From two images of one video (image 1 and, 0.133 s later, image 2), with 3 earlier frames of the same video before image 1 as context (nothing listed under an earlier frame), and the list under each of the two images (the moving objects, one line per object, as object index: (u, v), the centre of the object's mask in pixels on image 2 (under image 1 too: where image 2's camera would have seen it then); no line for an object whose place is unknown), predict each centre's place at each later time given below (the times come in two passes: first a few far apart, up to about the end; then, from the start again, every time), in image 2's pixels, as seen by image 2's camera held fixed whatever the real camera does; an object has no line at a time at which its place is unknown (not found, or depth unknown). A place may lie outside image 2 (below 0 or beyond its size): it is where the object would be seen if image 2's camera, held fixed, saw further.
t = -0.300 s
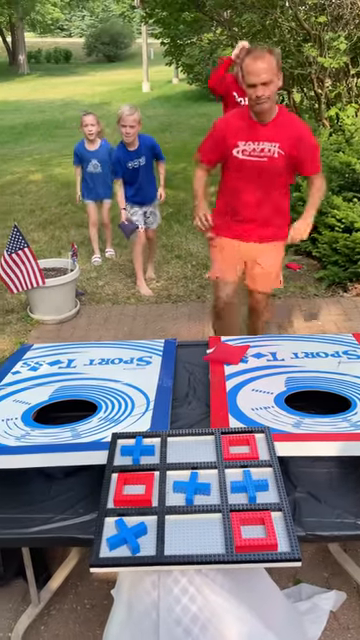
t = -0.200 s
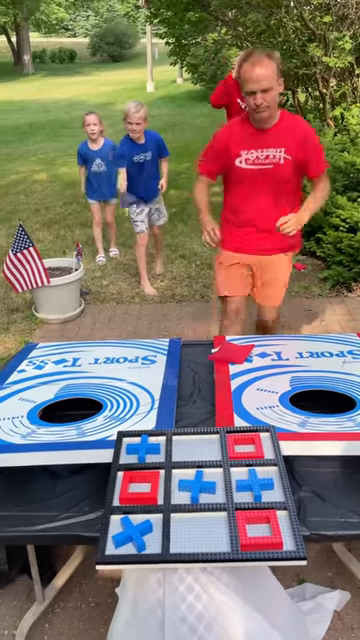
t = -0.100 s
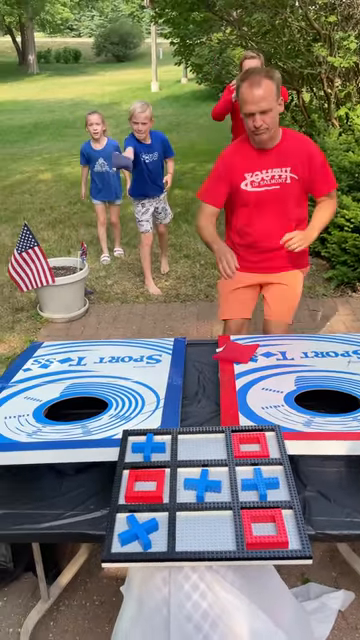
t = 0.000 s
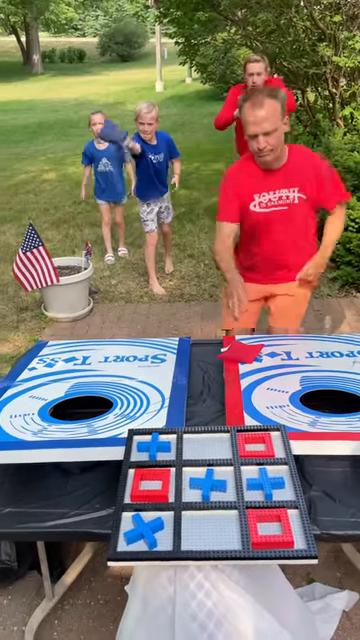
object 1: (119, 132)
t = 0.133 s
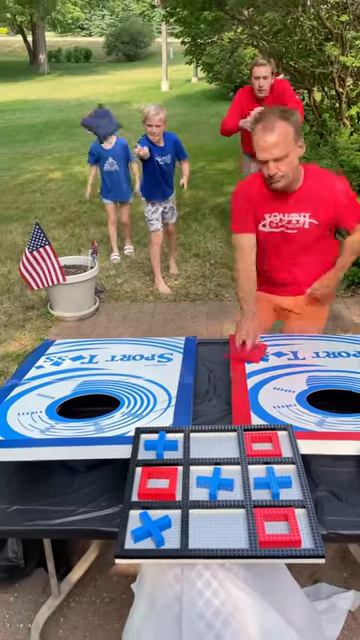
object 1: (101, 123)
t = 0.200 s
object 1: (91, 132)
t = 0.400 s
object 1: (71, 246)
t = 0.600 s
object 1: (51, 366)
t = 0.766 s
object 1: (51, 377)
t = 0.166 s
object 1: (96, 126)
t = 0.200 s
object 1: (91, 132)
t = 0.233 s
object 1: (87, 144)
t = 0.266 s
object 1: (83, 157)
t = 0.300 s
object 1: (80, 174)
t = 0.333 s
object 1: (77, 195)
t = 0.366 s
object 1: (73, 217)
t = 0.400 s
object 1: (71, 246)
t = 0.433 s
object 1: (67, 280)
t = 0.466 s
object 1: (63, 318)
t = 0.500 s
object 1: (59, 355)
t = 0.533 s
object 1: (55, 365)
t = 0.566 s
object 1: (54, 365)
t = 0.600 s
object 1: (51, 366)
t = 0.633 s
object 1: (49, 370)
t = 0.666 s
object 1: (49, 373)
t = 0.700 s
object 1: (49, 376)
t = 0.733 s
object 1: (50, 377)
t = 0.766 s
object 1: (51, 377)
